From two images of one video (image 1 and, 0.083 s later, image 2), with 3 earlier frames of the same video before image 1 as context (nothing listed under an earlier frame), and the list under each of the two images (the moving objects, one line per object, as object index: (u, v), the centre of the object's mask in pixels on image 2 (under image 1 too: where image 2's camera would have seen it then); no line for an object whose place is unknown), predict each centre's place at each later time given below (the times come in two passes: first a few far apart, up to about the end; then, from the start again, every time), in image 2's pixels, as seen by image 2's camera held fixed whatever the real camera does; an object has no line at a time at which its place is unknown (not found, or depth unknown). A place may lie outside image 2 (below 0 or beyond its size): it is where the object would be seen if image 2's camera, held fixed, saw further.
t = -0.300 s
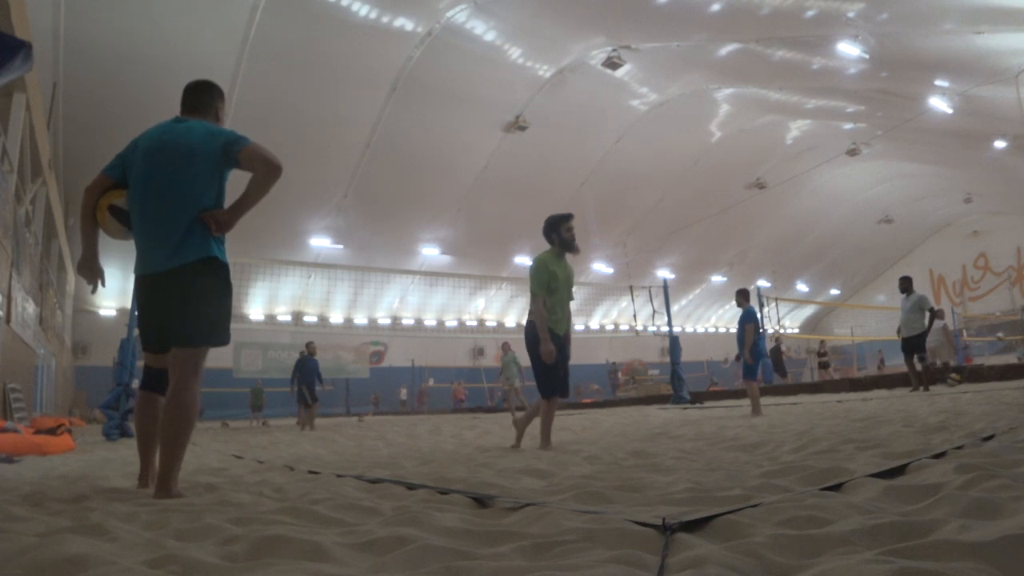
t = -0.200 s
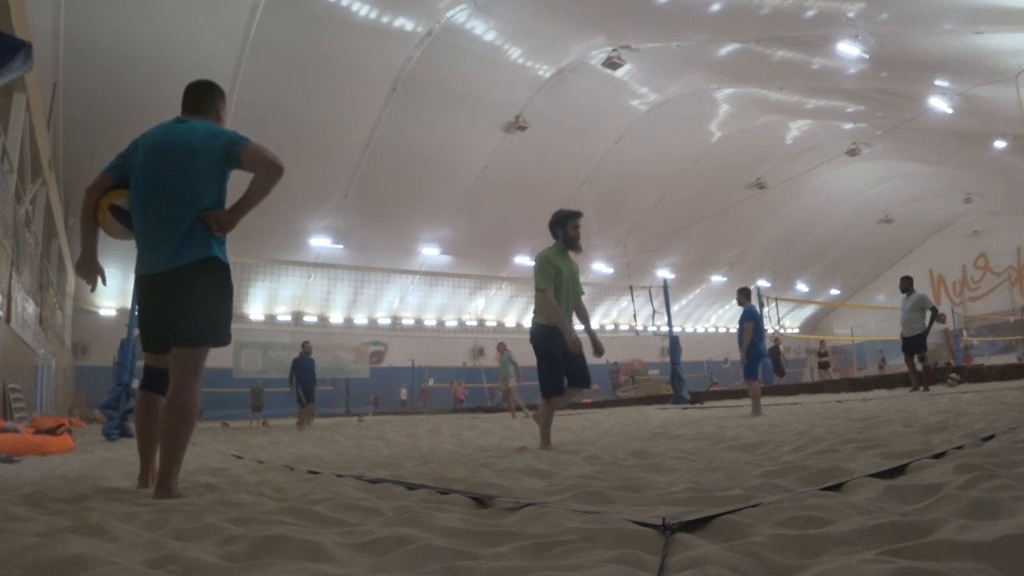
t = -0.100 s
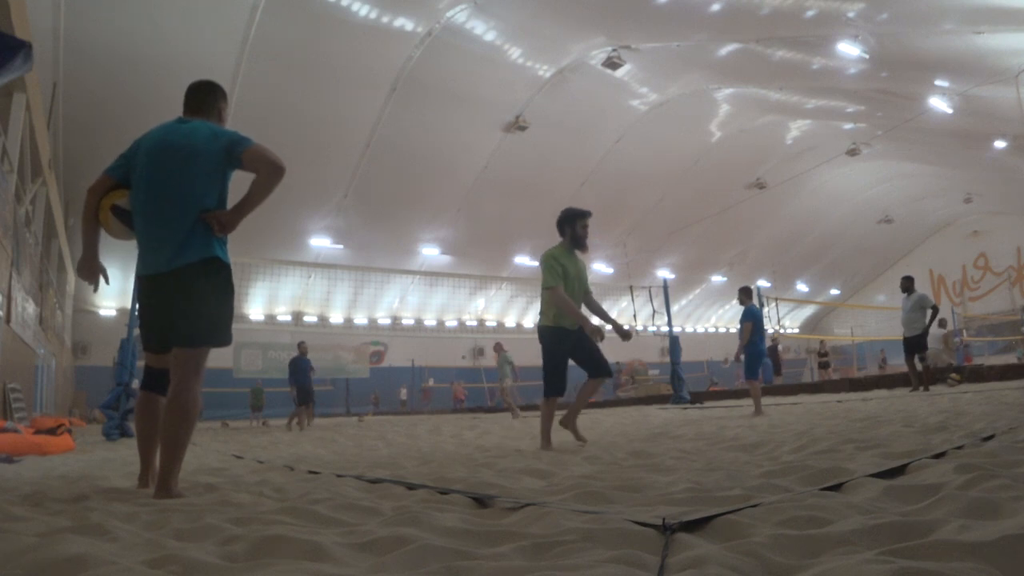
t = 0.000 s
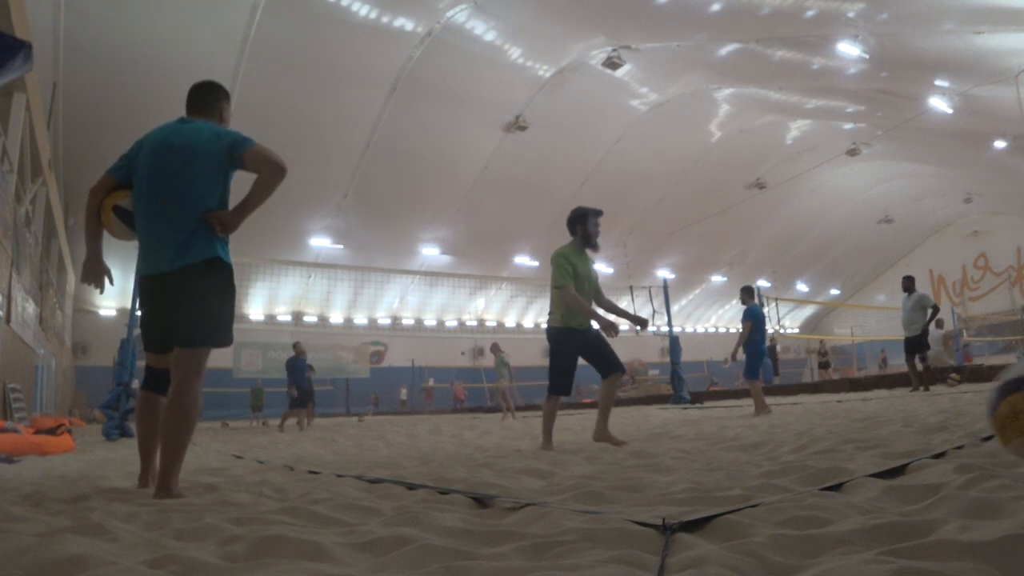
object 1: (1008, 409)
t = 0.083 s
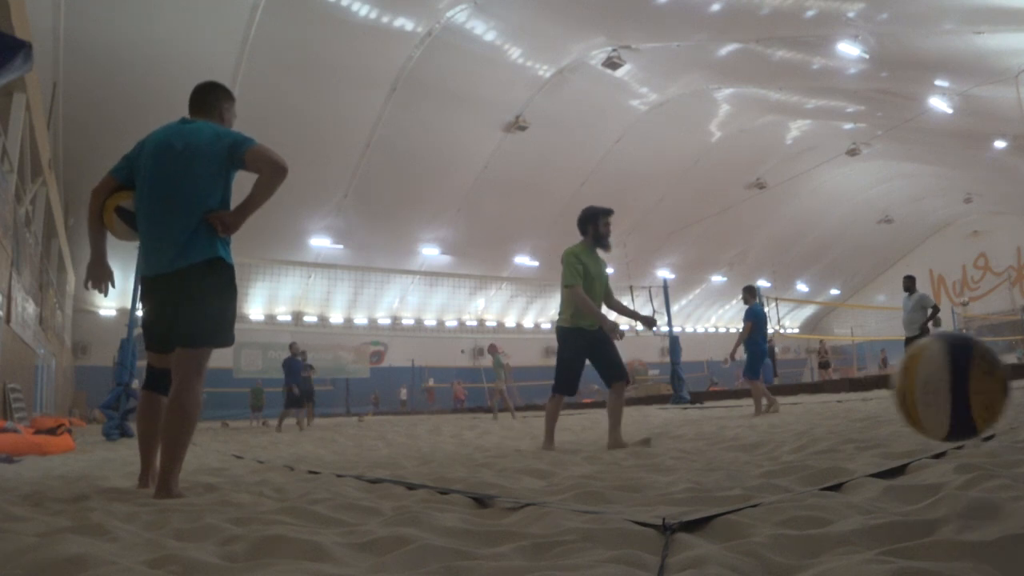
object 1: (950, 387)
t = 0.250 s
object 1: (780, 433)
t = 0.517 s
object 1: (577, 472)
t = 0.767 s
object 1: (441, 471)
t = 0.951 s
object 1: (378, 479)
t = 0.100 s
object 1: (933, 386)
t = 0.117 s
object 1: (914, 387)
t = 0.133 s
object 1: (897, 388)
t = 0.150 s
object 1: (880, 392)
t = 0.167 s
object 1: (862, 396)
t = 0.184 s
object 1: (845, 402)
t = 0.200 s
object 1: (829, 408)
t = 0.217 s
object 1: (813, 415)
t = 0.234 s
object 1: (795, 423)
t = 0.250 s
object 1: (780, 433)
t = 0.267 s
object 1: (764, 444)
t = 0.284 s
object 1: (748, 457)
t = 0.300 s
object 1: (732, 470)
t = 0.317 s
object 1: (717, 474)
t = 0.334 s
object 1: (705, 469)
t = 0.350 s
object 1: (692, 465)
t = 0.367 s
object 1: (680, 462)
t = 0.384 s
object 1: (668, 460)
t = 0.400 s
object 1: (655, 460)
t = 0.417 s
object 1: (645, 461)
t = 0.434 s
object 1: (633, 463)
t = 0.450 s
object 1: (622, 466)
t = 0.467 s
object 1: (611, 470)
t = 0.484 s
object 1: (600, 470)
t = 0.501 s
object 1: (588, 471)
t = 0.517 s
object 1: (577, 472)
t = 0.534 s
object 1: (566, 474)
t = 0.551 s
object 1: (555, 474)
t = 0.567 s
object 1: (543, 477)
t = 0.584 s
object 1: (531, 479)
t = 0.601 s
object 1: (520, 483)
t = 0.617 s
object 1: (508, 487)
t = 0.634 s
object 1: (497, 490)
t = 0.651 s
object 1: (489, 487)
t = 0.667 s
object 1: (481, 484)
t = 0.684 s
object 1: (474, 481)
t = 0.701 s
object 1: (467, 478)
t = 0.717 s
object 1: (460, 475)
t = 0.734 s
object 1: (454, 474)
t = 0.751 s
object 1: (447, 472)
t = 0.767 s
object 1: (441, 471)
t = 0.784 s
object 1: (434, 470)
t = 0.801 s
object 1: (428, 469)
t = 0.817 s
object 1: (422, 469)
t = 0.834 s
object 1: (417, 470)
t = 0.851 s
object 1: (411, 470)
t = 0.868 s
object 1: (405, 471)
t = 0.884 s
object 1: (400, 472)
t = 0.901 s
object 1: (395, 473)
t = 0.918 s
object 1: (389, 475)
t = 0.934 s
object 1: (384, 477)
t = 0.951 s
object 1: (378, 479)
